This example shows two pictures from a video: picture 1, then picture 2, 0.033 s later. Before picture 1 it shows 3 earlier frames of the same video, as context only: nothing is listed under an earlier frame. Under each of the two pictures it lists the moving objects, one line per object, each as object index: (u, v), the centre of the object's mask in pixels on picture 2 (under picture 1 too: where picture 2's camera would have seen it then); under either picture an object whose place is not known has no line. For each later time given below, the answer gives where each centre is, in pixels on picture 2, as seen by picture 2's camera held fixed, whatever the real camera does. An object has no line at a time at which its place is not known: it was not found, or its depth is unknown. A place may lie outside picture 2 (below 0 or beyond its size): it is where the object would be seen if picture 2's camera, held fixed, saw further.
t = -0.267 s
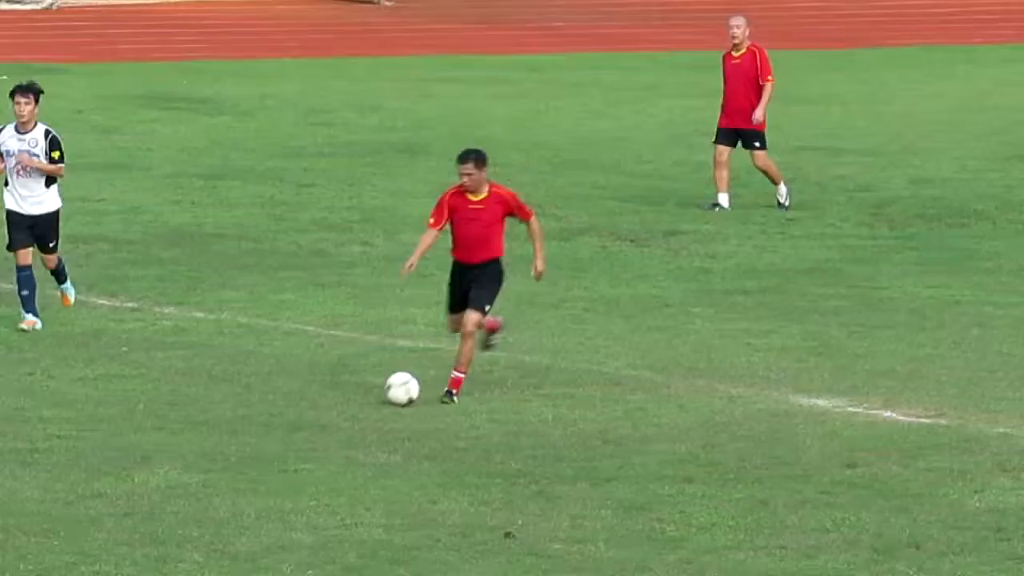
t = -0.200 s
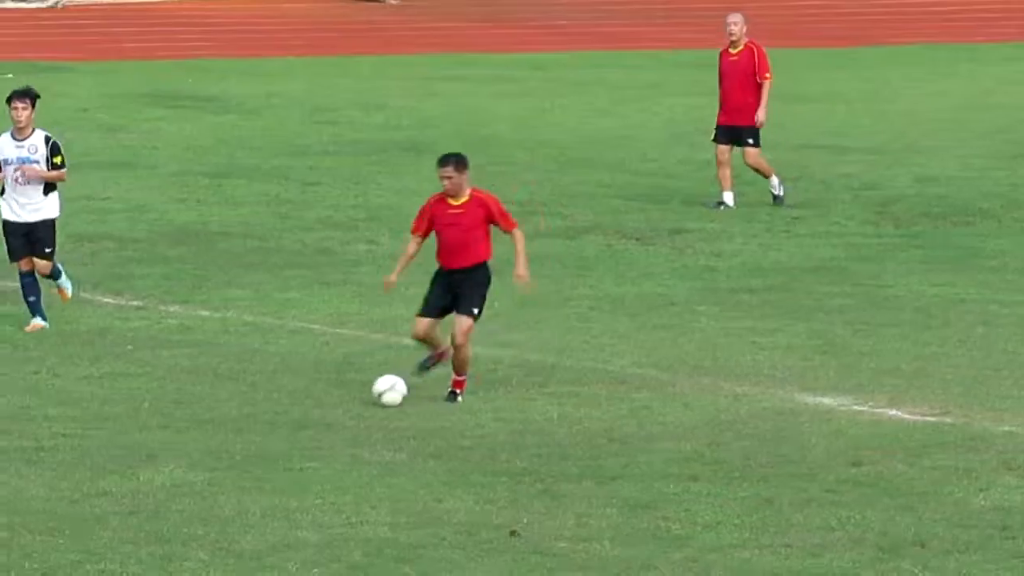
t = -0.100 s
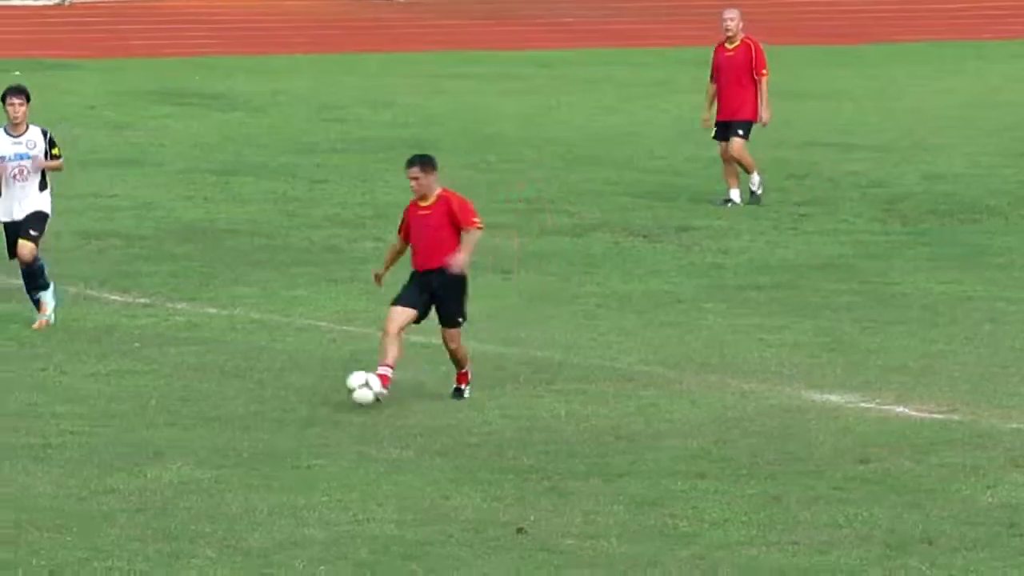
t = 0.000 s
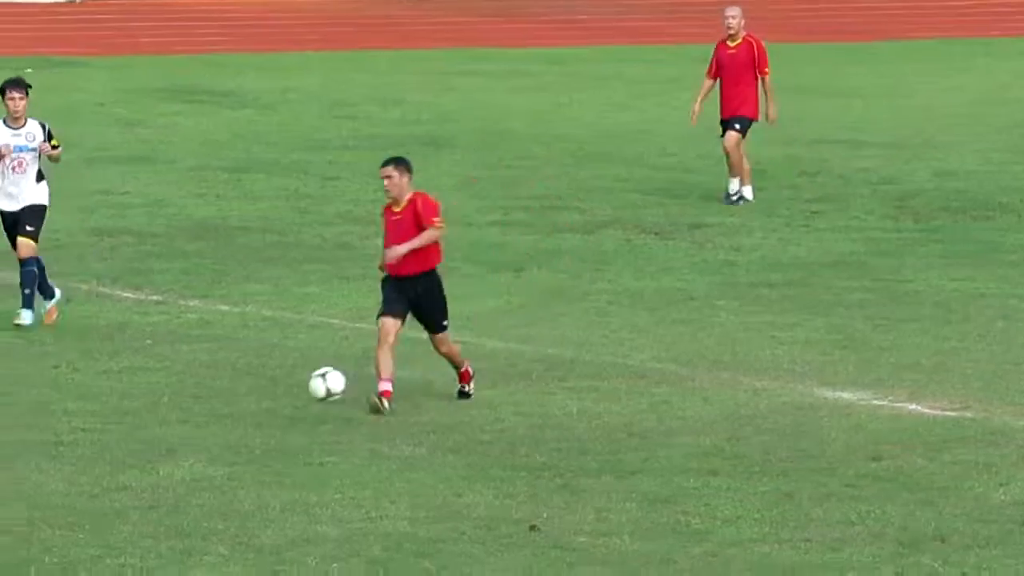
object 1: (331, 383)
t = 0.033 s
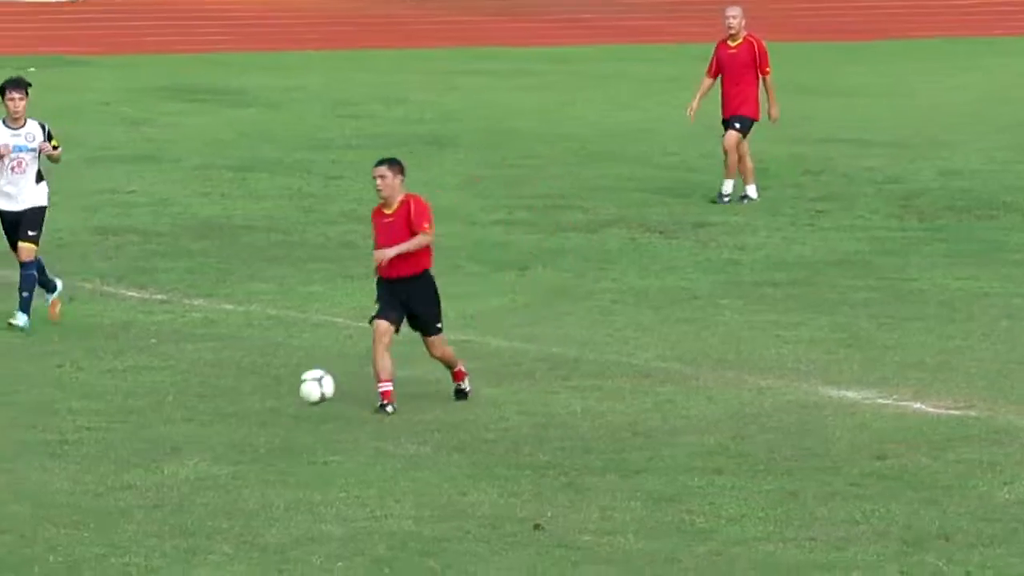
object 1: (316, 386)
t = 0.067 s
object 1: (301, 392)
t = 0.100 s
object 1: (285, 400)
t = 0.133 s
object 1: (270, 410)
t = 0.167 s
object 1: (257, 422)
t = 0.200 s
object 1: (241, 437)
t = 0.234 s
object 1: (227, 454)
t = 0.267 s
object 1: (212, 474)
